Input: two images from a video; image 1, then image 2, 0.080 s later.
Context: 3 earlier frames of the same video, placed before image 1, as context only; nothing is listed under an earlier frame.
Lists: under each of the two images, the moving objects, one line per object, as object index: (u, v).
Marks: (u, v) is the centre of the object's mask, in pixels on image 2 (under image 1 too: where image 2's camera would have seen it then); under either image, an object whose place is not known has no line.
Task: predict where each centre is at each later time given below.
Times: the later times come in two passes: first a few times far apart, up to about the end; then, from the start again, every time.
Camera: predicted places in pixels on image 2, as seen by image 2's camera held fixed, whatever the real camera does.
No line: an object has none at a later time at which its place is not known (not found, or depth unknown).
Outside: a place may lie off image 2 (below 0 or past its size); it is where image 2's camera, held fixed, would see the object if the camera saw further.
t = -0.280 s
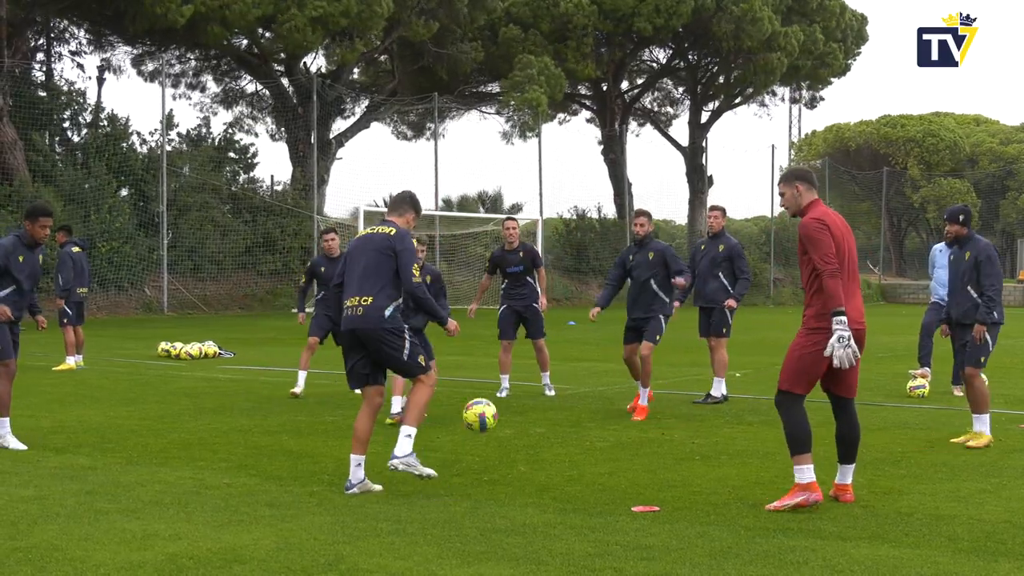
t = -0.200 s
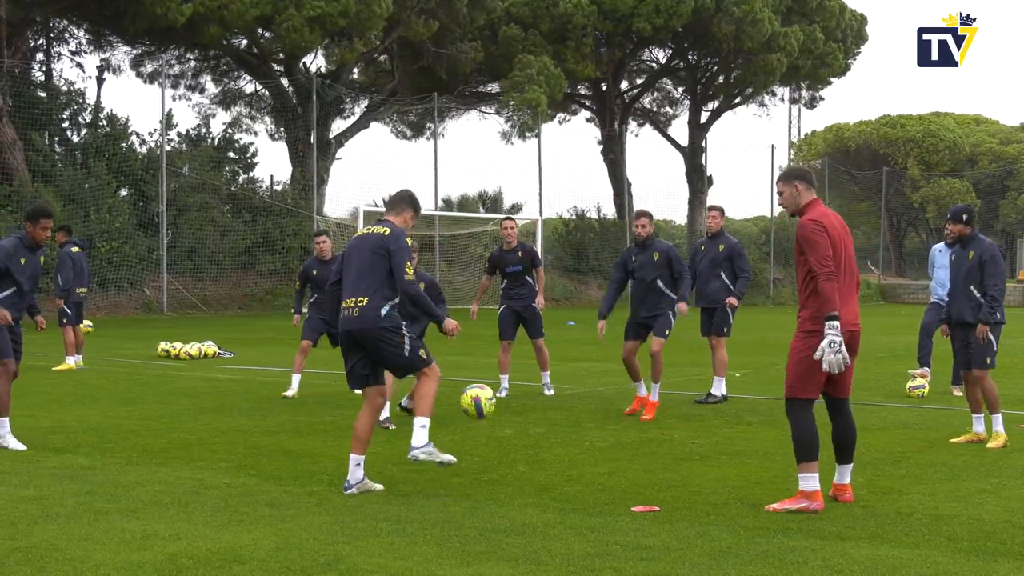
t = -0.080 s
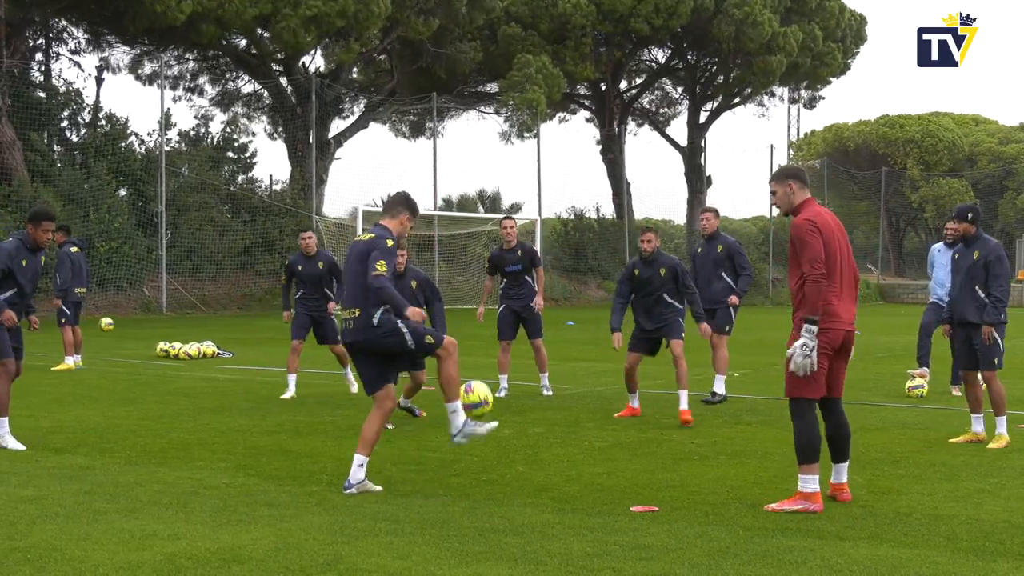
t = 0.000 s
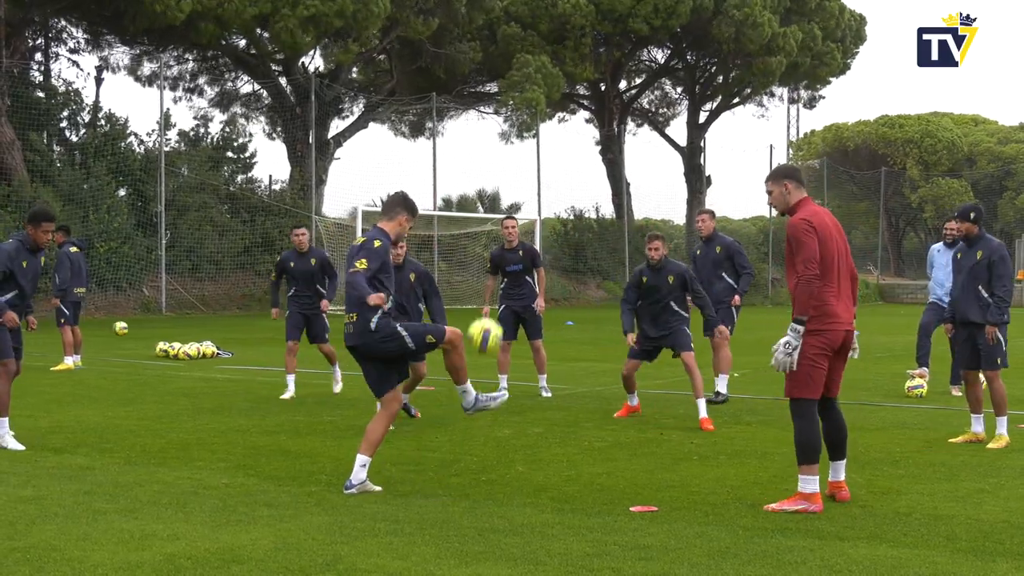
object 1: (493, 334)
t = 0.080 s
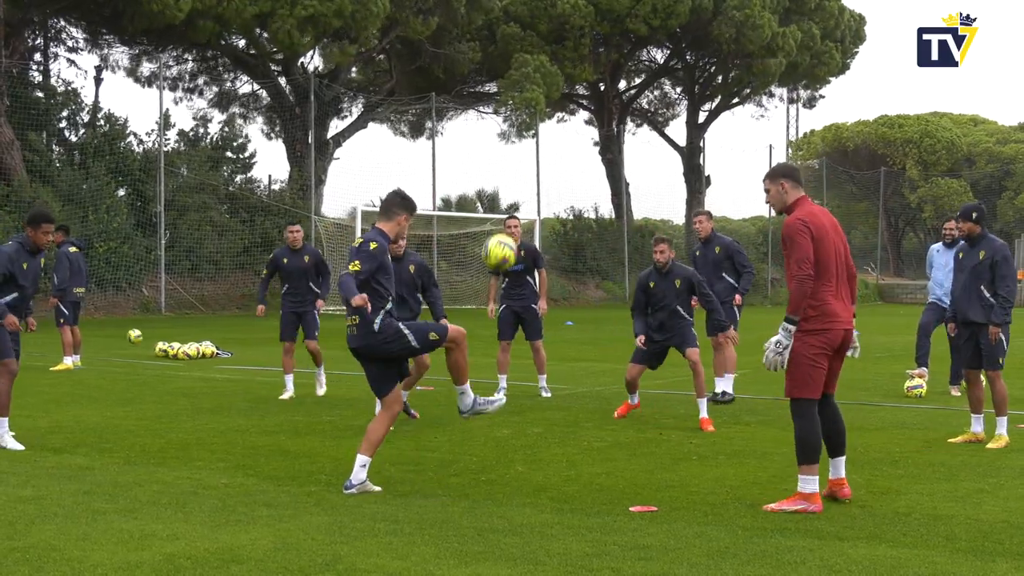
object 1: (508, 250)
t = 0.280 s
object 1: (542, 106)
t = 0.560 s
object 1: (575, 27)
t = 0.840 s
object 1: (601, 50)
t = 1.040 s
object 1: (618, 114)
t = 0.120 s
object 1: (516, 215)
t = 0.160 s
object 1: (524, 185)
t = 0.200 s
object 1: (529, 154)
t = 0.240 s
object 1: (535, 125)
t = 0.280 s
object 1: (542, 106)
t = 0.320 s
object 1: (547, 88)
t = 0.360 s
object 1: (551, 70)
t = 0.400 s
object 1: (556, 55)
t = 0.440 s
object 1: (563, 43)
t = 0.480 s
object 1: (567, 36)
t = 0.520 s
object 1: (571, 31)
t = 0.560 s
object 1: (575, 27)
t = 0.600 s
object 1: (580, 24)
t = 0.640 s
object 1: (584, 21)
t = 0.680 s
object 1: (588, 24)
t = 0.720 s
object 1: (591, 28)
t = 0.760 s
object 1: (595, 33)
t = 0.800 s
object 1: (599, 41)
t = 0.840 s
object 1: (601, 50)
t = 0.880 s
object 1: (606, 59)
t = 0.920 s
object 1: (609, 70)
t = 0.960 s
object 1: (612, 84)
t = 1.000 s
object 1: (614, 100)
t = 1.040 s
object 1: (618, 114)
